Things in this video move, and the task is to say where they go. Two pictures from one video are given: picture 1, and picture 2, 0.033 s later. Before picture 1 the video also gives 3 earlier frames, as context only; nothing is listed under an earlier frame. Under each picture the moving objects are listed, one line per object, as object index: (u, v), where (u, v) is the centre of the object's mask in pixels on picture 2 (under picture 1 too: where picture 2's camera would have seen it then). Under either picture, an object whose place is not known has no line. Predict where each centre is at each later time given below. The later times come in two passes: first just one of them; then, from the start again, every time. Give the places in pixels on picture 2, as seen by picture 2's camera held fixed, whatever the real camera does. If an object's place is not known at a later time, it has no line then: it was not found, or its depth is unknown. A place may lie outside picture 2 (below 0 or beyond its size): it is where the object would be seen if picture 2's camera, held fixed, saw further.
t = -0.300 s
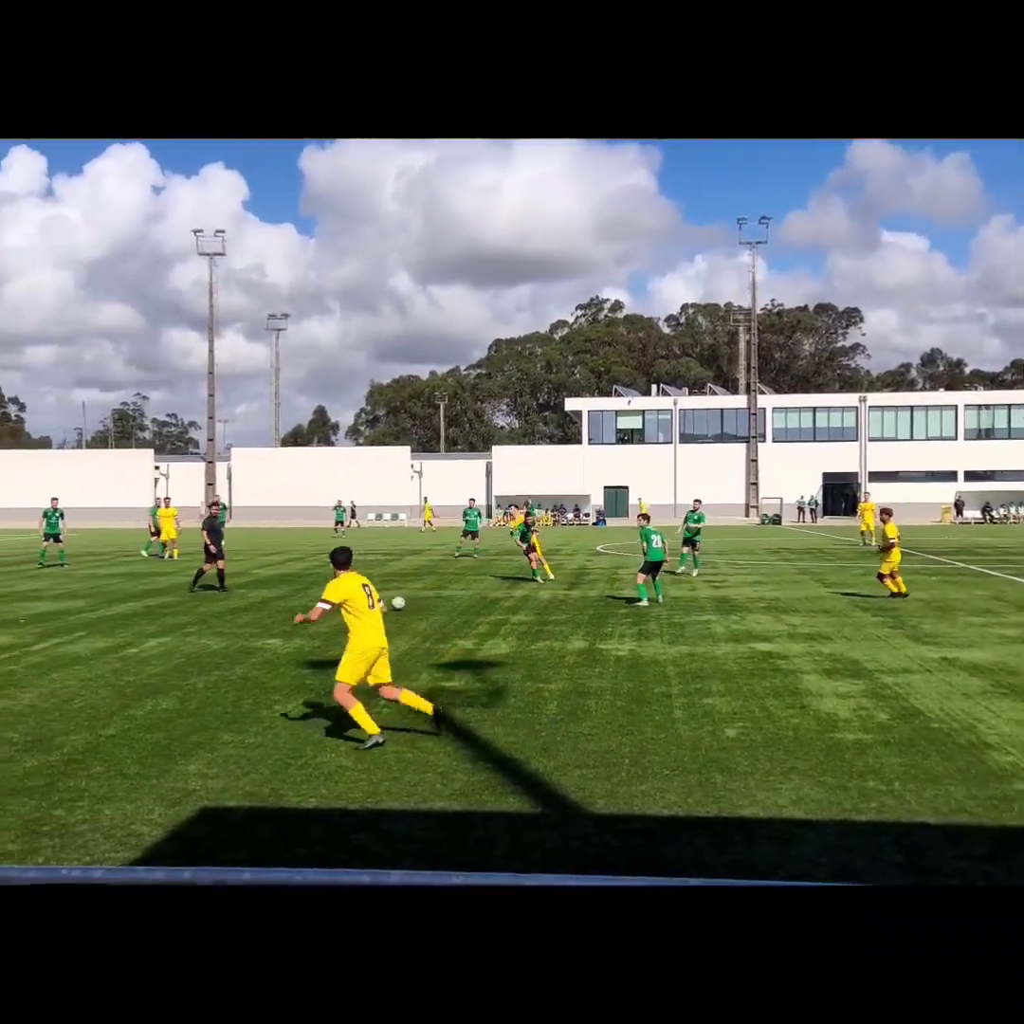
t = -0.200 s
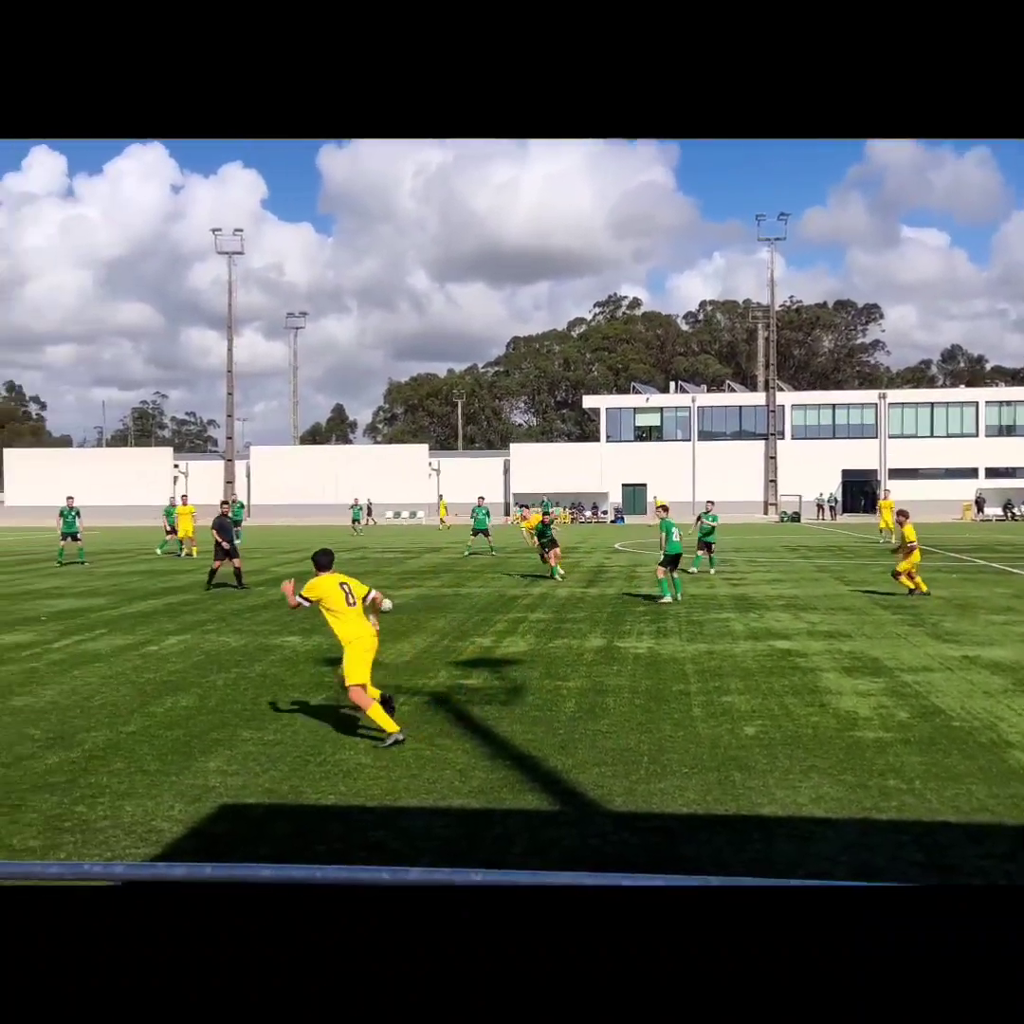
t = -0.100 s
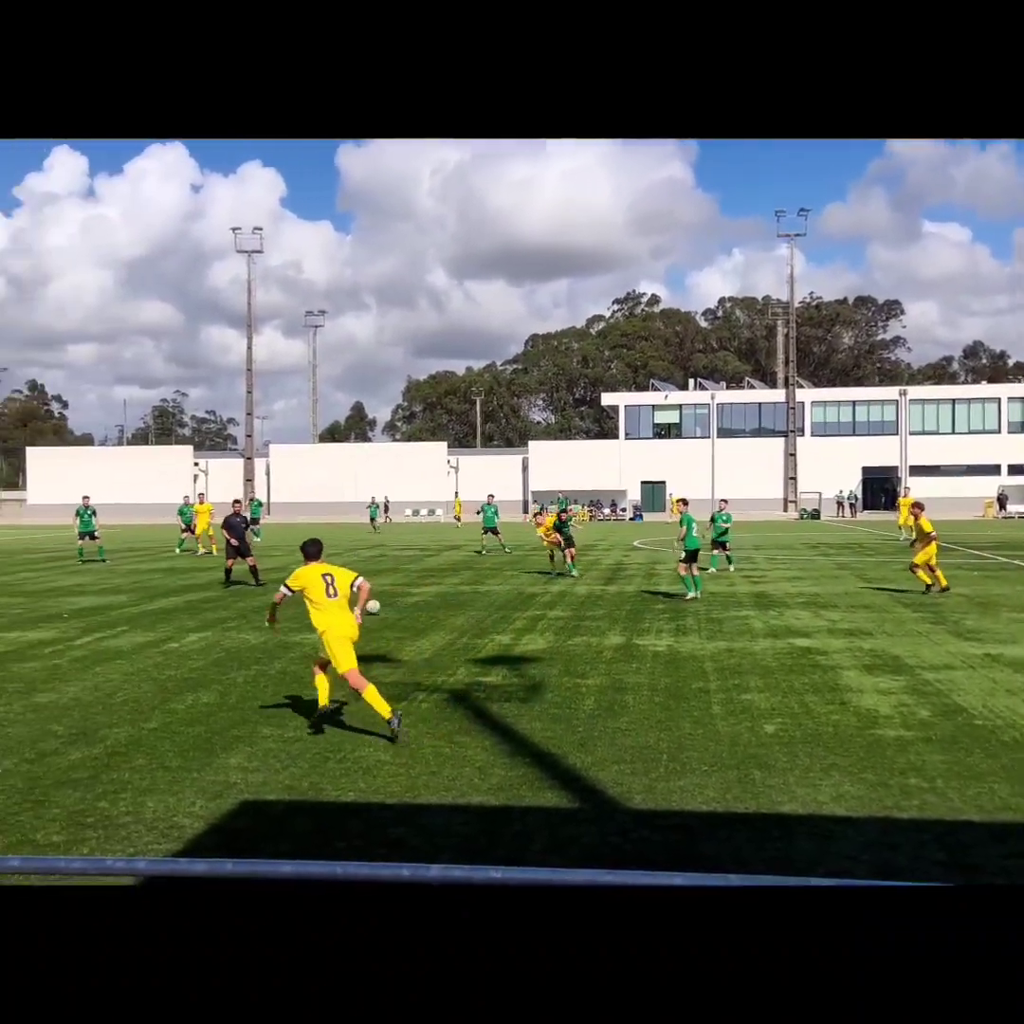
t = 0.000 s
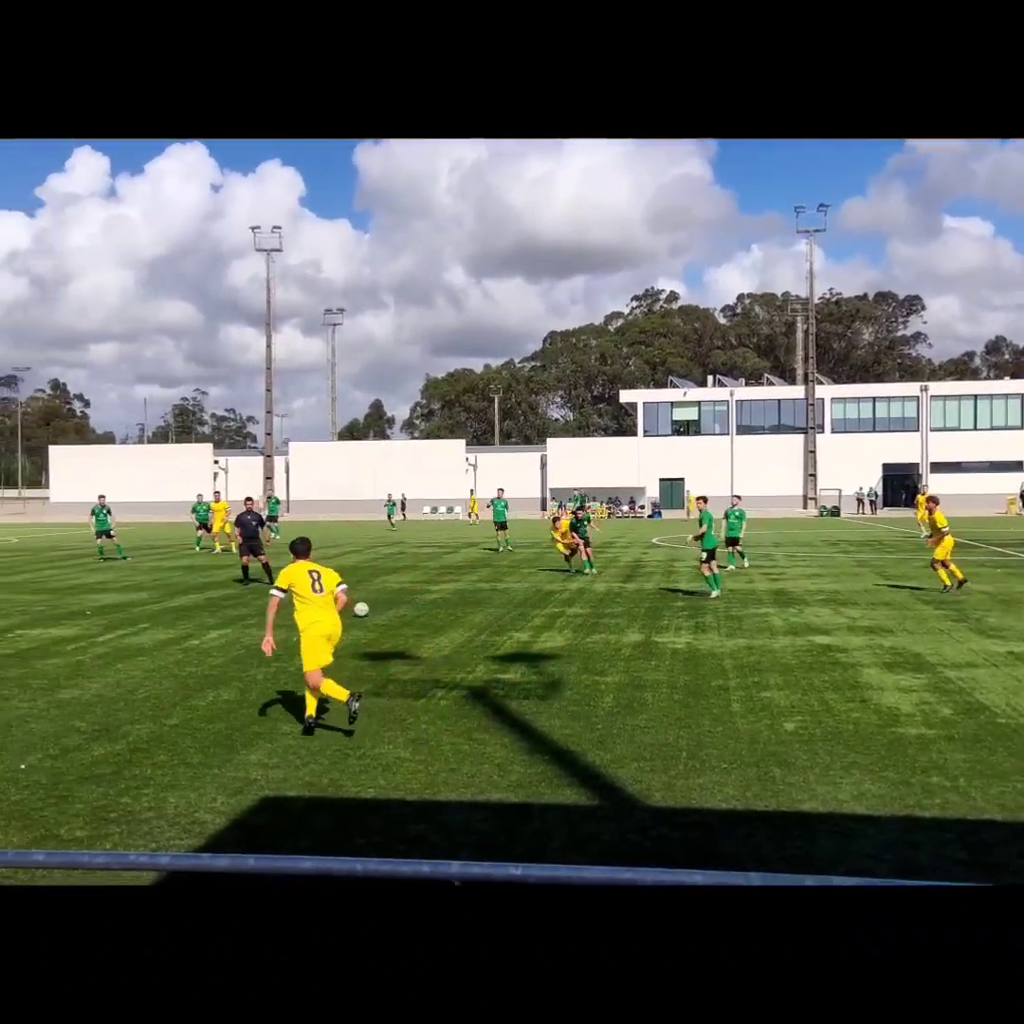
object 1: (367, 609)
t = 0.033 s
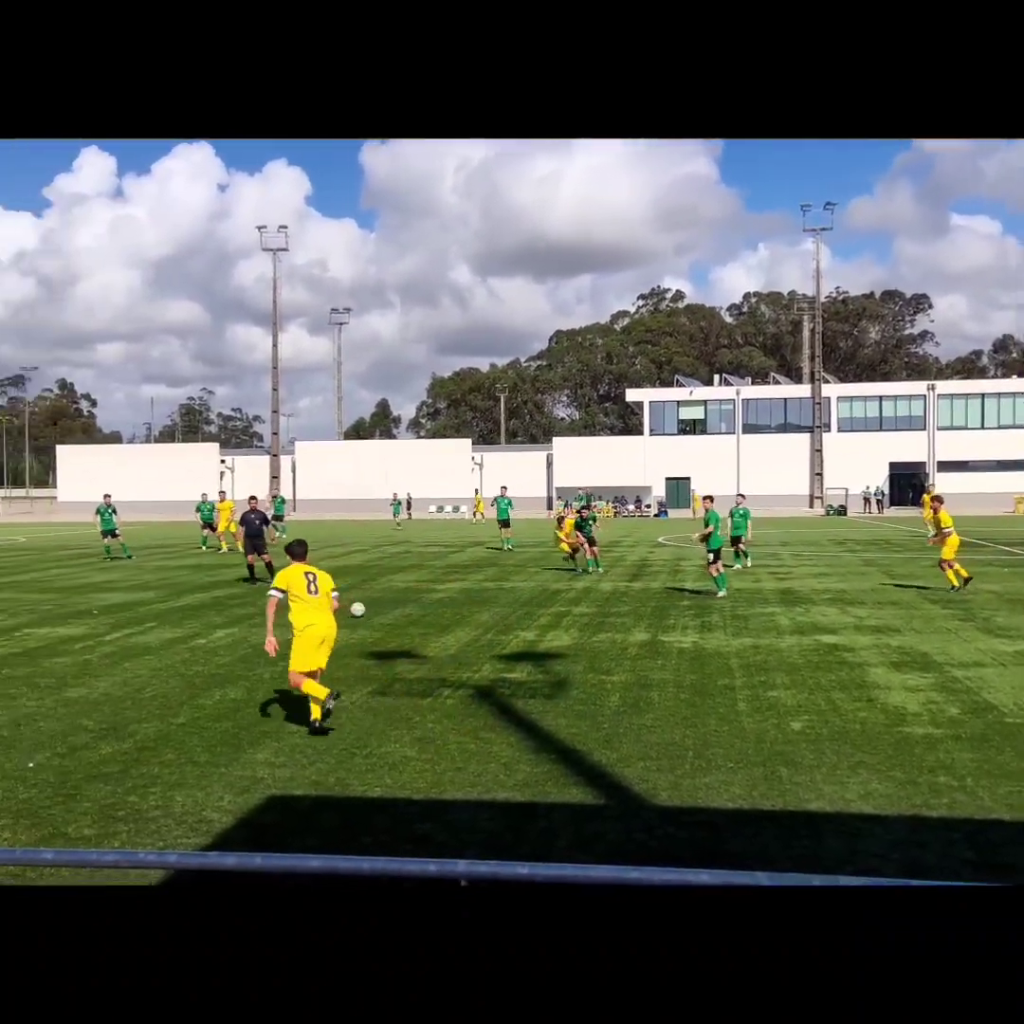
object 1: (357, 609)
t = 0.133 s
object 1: (326, 614)
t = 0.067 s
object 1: (347, 612)
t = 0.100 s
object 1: (337, 613)
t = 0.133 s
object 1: (326, 614)
